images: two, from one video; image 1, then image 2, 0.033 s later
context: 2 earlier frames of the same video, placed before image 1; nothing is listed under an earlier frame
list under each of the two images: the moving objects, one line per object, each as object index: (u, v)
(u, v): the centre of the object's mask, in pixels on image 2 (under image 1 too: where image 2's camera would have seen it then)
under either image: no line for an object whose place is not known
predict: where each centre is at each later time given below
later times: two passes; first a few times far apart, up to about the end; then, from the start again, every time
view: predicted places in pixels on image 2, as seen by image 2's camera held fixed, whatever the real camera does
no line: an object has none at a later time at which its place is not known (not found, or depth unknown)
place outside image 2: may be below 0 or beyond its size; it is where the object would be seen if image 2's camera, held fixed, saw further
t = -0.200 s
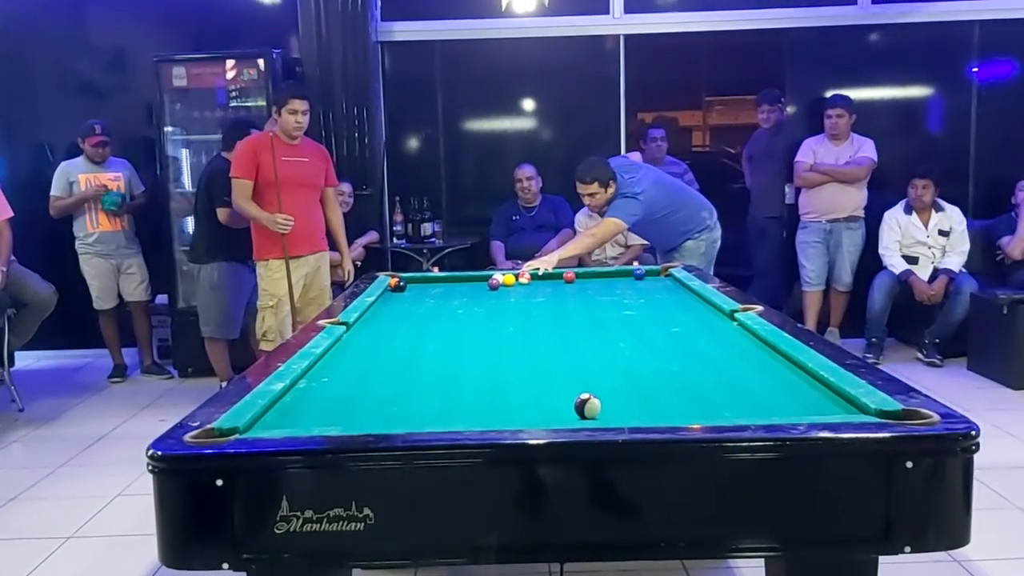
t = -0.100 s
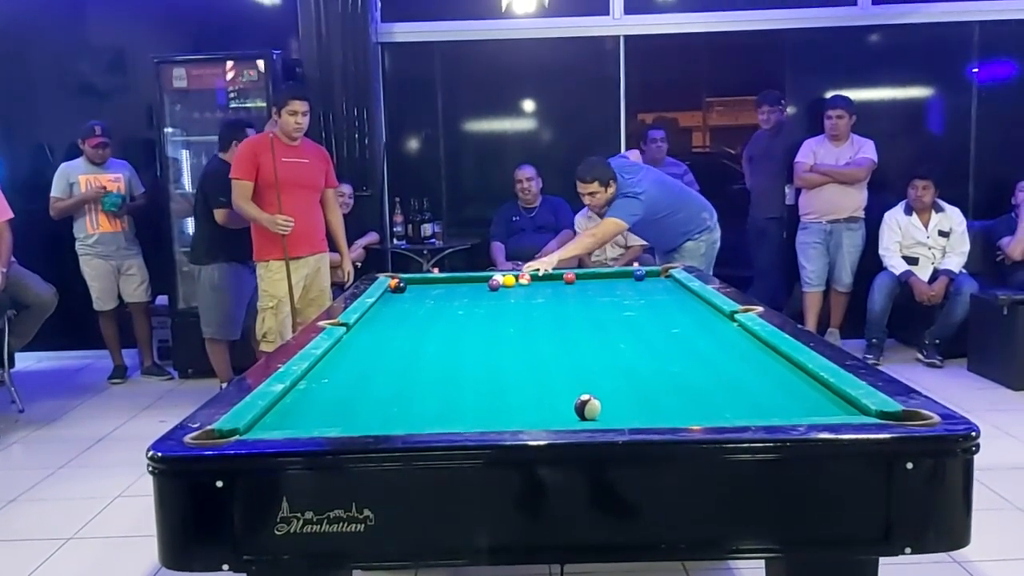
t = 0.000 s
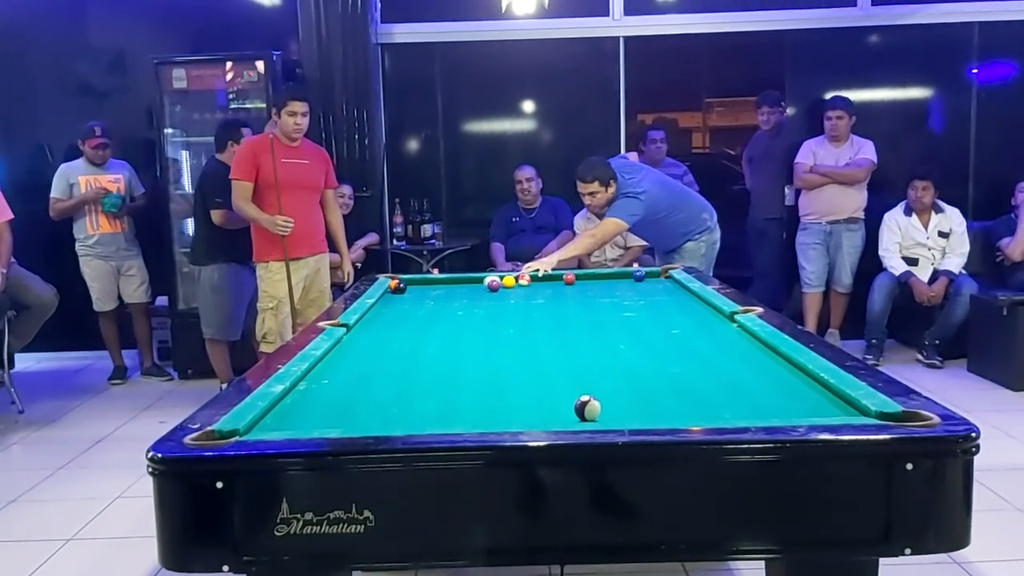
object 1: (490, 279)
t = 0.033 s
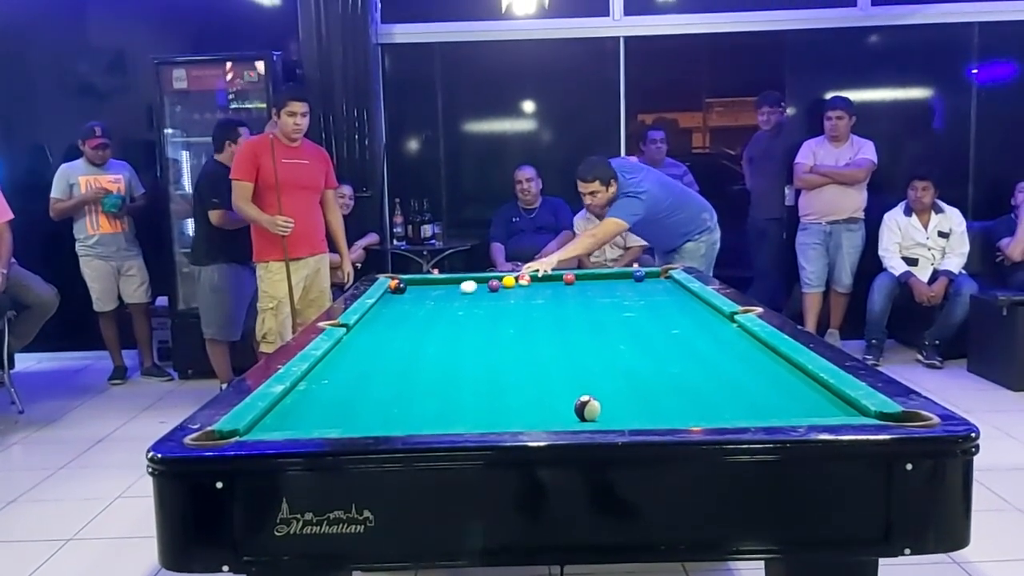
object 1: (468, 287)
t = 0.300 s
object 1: (381, 306)
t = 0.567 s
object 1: (402, 323)
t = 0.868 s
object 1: (440, 346)
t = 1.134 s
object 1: (483, 371)
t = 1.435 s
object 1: (547, 409)
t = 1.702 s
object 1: (621, 410)
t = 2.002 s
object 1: (688, 384)
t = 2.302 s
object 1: (740, 363)
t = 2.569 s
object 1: (756, 349)
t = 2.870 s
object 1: (707, 341)
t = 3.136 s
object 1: (669, 334)
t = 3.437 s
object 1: (634, 328)
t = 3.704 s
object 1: (608, 323)
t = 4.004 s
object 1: (583, 318)
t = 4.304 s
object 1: (563, 314)
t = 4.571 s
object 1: (547, 312)
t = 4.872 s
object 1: (532, 309)
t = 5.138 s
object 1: (519, 306)
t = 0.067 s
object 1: (456, 290)
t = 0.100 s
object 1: (444, 292)
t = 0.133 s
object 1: (433, 295)
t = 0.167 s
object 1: (422, 297)
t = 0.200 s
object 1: (411, 299)
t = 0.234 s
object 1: (400, 302)
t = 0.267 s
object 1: (390, 304)
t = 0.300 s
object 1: (381, 306)
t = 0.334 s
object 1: (377, 309)
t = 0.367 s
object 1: (381, 311)
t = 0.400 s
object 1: (384, 313)
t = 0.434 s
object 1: (387, 315)
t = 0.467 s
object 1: (391, 317)
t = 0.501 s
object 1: (394, 319)
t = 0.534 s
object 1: (398, 321)
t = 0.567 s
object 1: (402, 323)
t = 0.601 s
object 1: (406, 325)
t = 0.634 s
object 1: (410, 328)
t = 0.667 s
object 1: (414, 330)
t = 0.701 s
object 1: (418, 332)
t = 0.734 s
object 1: (422, 335)
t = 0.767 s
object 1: (426, 338)
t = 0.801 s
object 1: (431, 340)
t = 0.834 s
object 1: (435, 343)
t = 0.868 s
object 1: (440, 346)
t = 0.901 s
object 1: (445, 348)
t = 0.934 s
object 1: (450, 351)
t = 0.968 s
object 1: (455, 354)
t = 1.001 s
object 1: (460, 357)
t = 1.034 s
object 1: (465, 361)
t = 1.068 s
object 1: (471, 364)
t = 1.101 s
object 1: (477, 367)
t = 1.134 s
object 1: (483, 371)
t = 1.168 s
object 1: (489, 375)
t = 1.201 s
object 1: (496, 378)
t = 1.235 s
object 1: (502, 382)
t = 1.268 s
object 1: (509, 387)
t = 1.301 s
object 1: (516, 391)
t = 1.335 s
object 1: (524, 395)
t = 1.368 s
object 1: (531, 400)
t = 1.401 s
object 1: (539, 405)
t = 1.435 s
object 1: (547, 409)
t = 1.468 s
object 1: (556, 412)
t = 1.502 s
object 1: (565, 415)
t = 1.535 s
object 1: (574, 417)
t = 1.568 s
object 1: (585, 417)
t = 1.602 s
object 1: (594, 415)
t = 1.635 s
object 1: (605, 413)
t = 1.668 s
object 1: (613, 412)
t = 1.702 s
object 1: (621, 410)
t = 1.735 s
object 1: (629, 407)
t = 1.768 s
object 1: (637, 404)
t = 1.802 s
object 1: (645, 401)
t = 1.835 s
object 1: (652, 398)
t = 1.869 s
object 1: (660, 395)
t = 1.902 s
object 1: (667, 392)
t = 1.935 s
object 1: (674, 389)
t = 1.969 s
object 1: (681, 387)
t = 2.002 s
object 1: (688, 384)
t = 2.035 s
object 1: (694, 382)
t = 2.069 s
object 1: (700, 379)
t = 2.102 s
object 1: (706, 377)
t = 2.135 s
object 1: (712, 374)
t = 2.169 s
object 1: (718, 372)
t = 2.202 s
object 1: (724, 370)
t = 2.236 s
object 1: (730, 368)
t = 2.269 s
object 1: (735, 365)
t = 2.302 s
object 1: (740, 363)
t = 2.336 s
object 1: (745, 361)
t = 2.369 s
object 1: (750, 359)
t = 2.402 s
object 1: (755, 357)
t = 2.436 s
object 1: (760, 355)
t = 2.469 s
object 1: (765, 353)
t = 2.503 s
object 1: (768, 351)
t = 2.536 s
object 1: (763, 350)
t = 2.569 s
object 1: (756, 349)
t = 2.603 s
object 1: (751, 348)
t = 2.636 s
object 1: (745, 347)
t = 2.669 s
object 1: (739, 346)
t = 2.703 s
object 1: (733, 345)
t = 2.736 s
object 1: (728, 344)
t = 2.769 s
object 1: (722, 343)
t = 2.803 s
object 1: (717, 342)
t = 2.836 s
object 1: (712, 341)
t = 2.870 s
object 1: (707, 341)
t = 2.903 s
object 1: (701, 339)
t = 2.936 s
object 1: (697, 339)
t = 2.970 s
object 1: (692, 338)
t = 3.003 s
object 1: (687, 337)
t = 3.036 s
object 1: (683, 336)
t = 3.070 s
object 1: (678, 335)
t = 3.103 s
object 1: (674, 335)
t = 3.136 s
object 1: (669, 334)
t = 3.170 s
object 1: (665, 333)
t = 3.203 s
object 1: (661, 332)
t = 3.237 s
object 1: (657, 332)
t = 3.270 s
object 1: (653, 331)
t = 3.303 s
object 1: (649, 330)
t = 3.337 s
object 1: (645, 330)
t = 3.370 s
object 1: (641, 329)
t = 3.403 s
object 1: (637, 329)
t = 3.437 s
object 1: (634, 328)
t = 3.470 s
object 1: (630, 327)
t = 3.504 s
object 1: (627, 327)
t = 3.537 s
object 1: (623, 326)
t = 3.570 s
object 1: (620, 325)
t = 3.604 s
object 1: (617, 325)
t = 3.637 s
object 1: (614, 324)
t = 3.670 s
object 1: (610, 324)
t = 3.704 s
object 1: (608, 323)
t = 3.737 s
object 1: (605, 322)
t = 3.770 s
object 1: (602, 322)
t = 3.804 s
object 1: (599, 321)
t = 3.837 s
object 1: (596, 321)
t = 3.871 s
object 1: (594, 320)
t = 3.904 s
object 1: (591, 320)
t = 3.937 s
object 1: (588, 319)
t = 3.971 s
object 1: (586, 319)
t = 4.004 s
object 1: (583, 318)
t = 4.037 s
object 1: (581, 318)
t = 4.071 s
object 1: (579, 318)
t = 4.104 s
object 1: (576, 317)
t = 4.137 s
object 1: (574, 317)
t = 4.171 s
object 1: (571, 316)
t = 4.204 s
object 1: (569, 316)
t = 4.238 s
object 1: (567, 315)
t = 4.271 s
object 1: (565, 315)
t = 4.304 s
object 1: (563, 314)
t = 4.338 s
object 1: (560, 314)
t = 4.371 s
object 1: (558, 314)
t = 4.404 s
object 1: (557, 313)
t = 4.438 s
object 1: (555, 313)
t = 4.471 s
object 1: (553, 313)
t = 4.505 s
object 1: (551, 312)
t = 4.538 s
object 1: (549, 312)
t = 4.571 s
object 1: (547, 312)
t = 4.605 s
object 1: (545, 311)
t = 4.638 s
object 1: (543, 310)
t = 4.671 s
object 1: (542, 311)
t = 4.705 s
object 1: (540, 310)
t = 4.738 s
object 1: (538, 310)
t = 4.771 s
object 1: (537, 310)
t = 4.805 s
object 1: (535, 309)
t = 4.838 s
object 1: (533, 309)
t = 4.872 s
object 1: (532, 309)
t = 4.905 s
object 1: (531, 309)
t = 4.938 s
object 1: (528, 308)
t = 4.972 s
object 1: (526, 308)
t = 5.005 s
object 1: (524, 308)
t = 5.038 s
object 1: (523, 307)
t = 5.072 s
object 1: (522, 307)
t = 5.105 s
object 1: (520, 307)
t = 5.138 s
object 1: (519, 306)
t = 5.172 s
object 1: (518, 306)
